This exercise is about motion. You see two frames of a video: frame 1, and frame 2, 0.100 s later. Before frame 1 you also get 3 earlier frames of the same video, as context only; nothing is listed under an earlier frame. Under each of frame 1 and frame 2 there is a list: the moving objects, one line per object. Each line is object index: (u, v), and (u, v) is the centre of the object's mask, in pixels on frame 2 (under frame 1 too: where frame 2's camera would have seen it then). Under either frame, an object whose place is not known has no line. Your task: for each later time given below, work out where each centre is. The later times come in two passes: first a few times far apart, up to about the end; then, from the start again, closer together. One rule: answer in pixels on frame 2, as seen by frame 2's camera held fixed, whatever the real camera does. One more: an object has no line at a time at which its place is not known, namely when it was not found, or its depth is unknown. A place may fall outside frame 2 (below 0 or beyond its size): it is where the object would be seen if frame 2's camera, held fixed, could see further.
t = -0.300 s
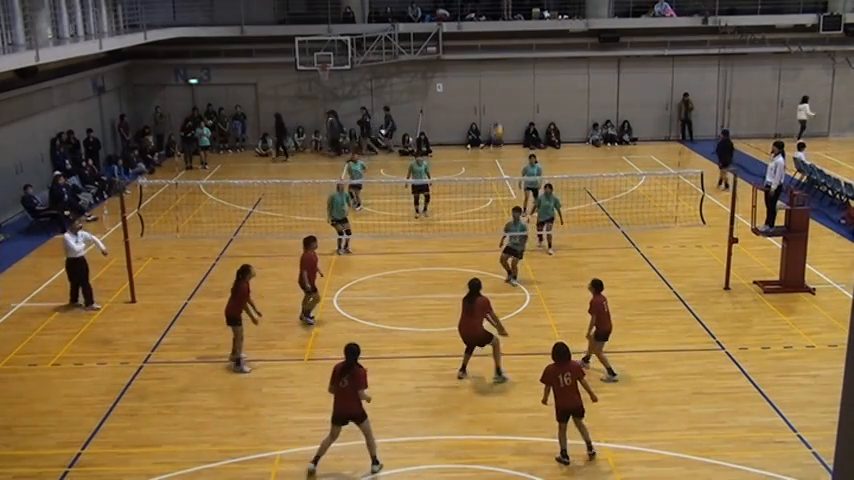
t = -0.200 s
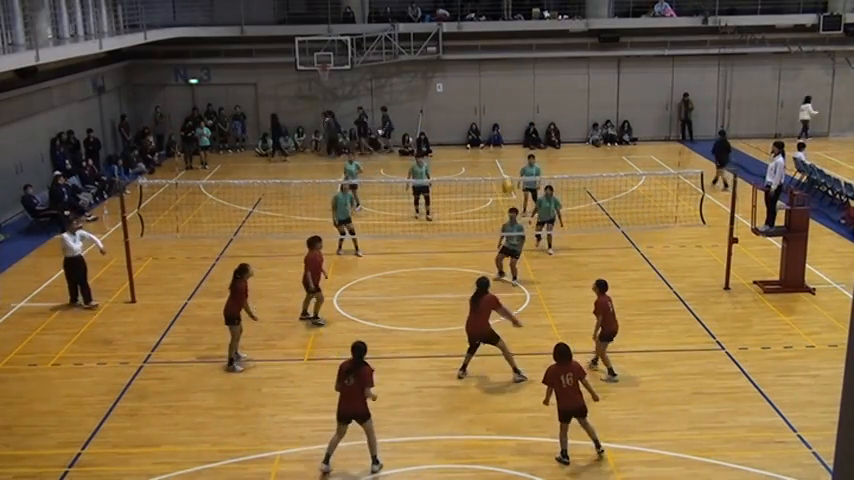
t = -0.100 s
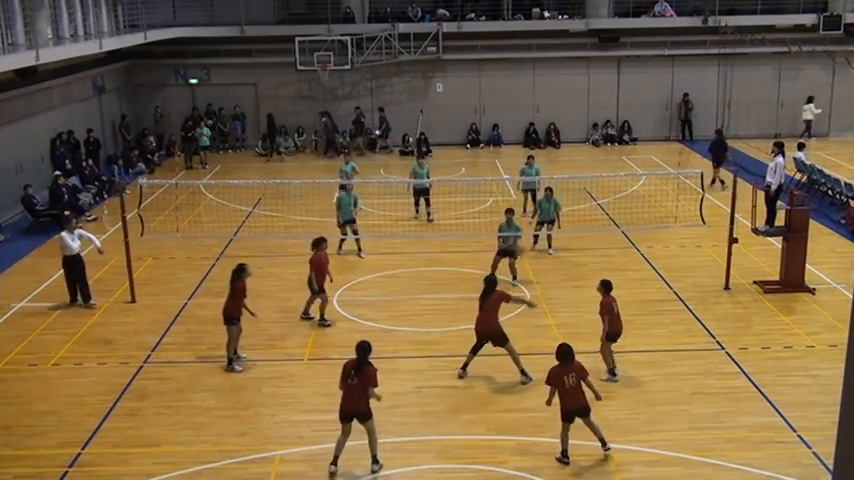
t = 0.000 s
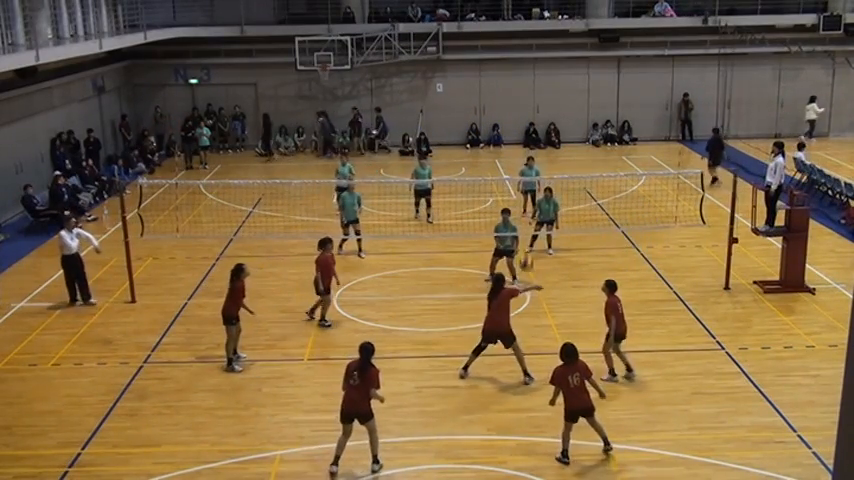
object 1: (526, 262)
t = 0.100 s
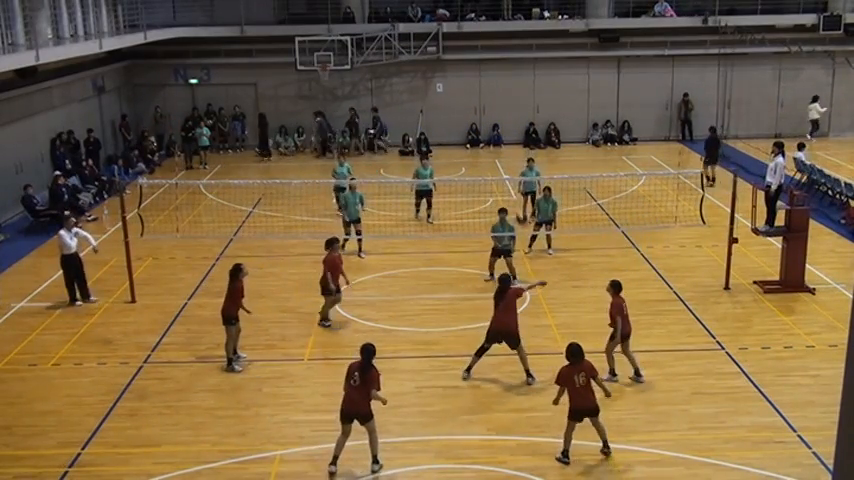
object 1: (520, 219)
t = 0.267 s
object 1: (517, 159)
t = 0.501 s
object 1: (510, 109)
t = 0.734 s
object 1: (502, 101)
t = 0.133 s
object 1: (518, 206)
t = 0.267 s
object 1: (517, 159)
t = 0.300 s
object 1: (516, 149)
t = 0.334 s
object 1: (515, 140)
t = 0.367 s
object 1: (514, 132)
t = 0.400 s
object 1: (513, 125)
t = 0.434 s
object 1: (512, 120)
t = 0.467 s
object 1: (510, 114)
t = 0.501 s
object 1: (510, 109)
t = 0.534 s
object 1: (508, 107)
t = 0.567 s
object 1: (507, 104)
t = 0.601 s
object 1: (506, 102)
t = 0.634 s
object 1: (505, 101)
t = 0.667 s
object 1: (504, 101)
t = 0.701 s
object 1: (503, 100)
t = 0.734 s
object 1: (502, 101)
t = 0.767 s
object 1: (501, 102)
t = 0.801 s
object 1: (500, 104)
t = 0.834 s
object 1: (499, 106)
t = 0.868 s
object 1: (498, 110)
